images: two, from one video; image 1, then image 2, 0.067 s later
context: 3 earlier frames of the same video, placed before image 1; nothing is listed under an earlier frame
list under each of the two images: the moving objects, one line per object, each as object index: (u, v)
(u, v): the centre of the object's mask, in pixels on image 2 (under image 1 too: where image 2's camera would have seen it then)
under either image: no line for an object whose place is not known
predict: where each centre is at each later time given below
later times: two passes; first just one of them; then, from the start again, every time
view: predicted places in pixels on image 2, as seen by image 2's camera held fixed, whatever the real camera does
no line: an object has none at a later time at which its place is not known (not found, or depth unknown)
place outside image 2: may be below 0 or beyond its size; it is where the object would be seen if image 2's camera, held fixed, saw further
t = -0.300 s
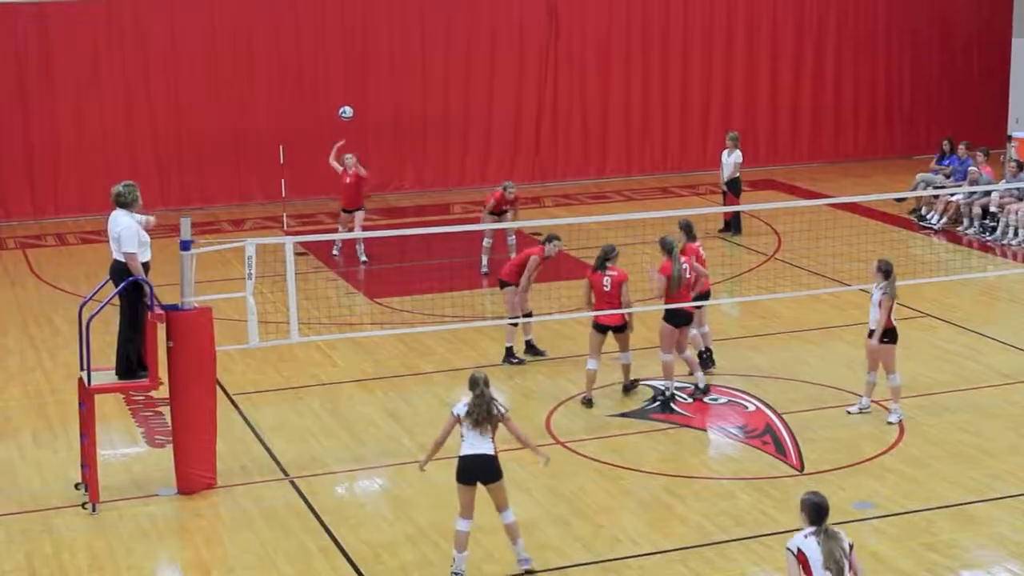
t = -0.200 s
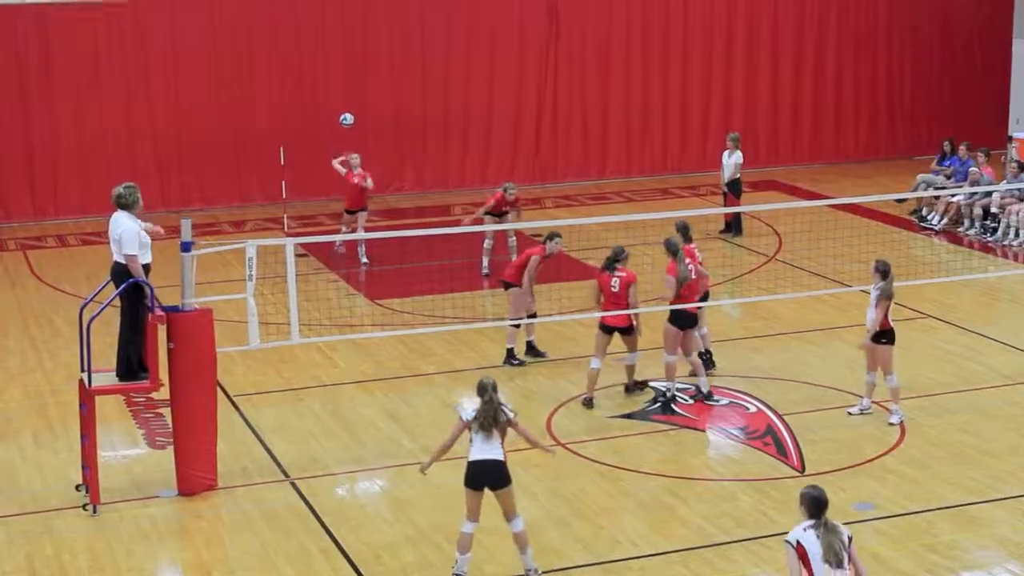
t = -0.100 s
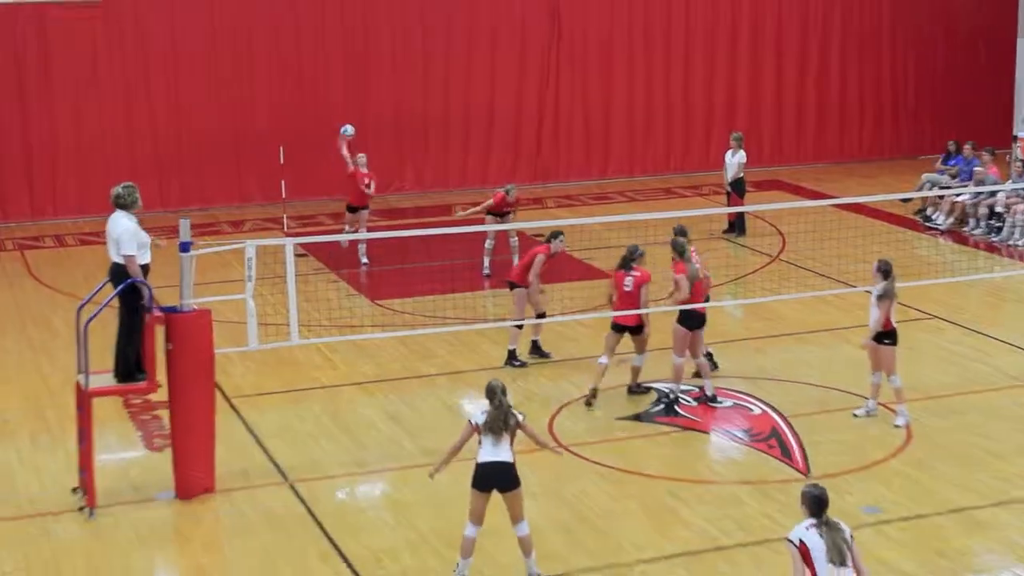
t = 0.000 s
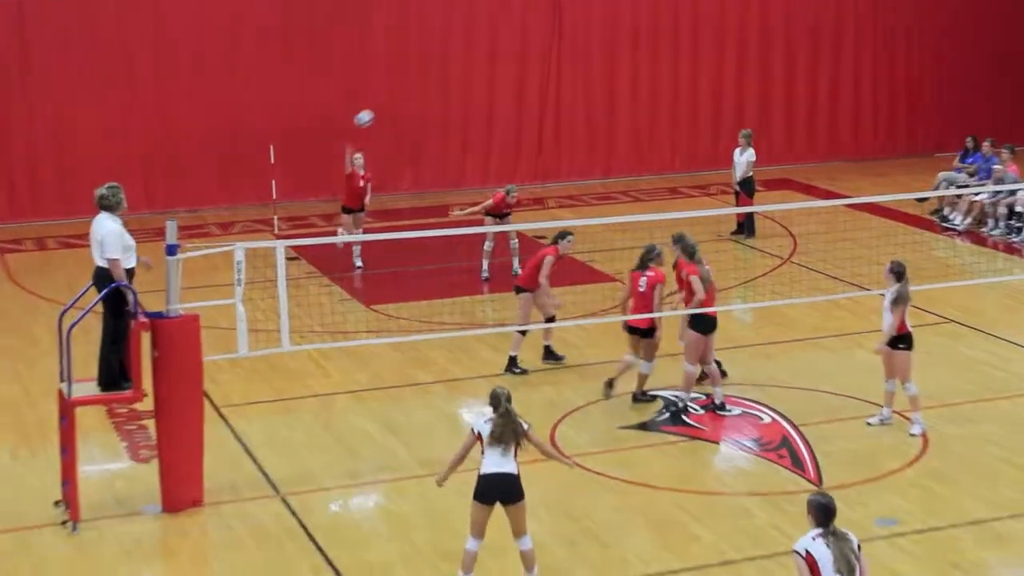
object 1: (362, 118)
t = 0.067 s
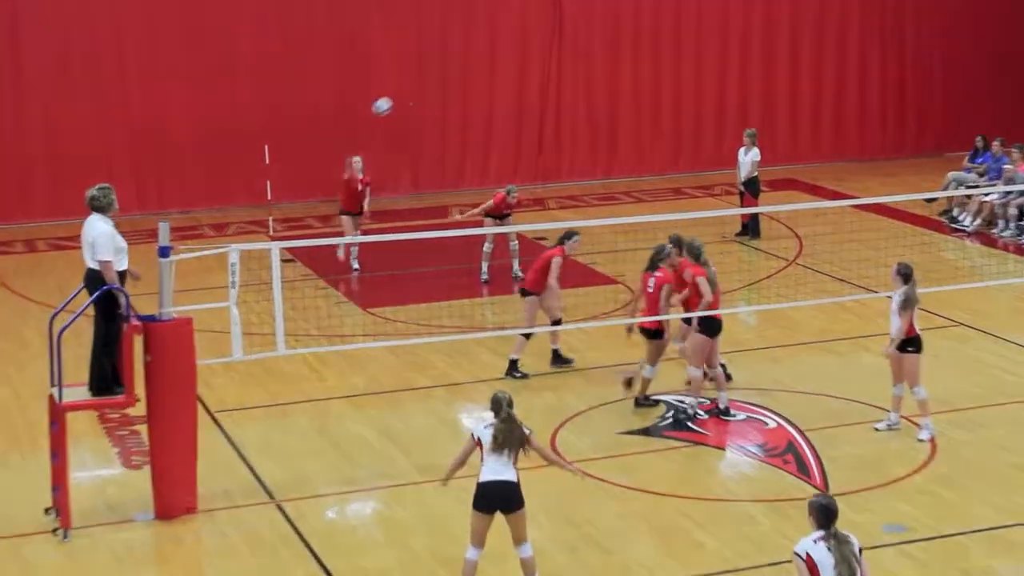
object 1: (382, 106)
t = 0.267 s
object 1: (455, 92)
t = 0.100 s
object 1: (393, 101)
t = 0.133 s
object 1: (405, 98)
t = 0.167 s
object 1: (417, 94)
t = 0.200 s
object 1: (429, 92)
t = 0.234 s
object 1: (441, 91)
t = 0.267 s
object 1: (455, 92)
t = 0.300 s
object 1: (469, 93)
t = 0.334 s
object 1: (483, 94)
